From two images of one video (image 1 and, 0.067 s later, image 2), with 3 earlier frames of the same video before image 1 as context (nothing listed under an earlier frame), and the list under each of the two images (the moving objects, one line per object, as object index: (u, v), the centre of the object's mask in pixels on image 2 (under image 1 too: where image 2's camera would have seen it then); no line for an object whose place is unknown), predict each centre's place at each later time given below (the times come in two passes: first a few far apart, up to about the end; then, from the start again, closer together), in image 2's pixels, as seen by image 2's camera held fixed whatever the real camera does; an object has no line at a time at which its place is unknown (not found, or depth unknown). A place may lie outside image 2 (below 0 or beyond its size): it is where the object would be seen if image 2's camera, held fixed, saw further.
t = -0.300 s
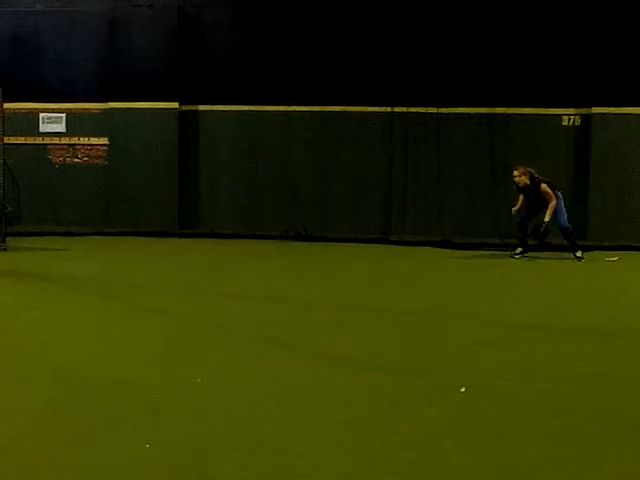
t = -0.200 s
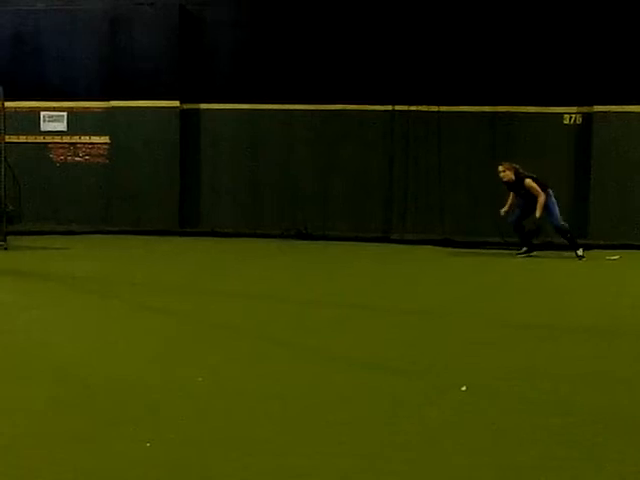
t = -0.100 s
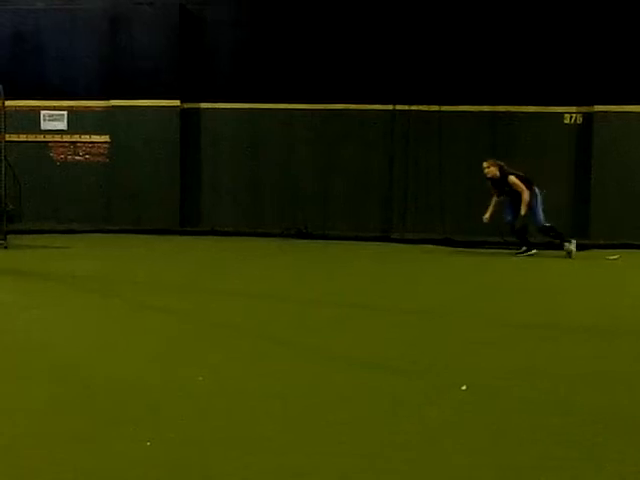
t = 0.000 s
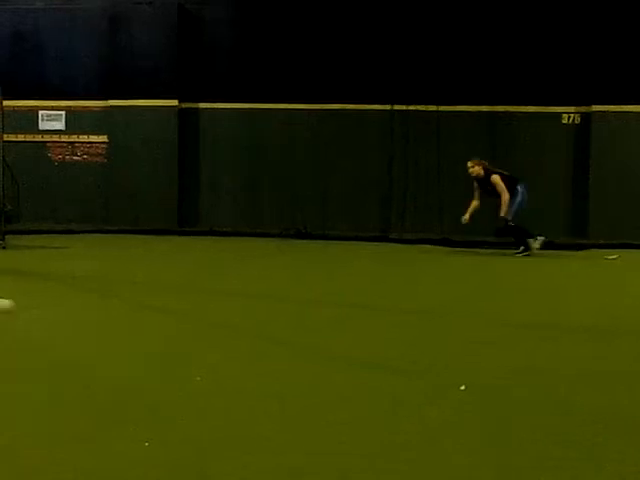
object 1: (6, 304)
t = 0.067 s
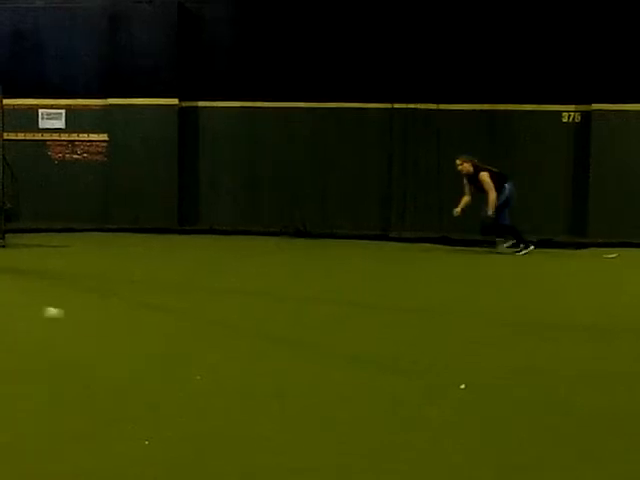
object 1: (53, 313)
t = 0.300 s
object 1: (157, 267)
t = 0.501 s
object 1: (214, 251)
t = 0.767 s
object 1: (271, 250)
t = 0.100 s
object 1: (73, 319)
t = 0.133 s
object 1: (94, 325)
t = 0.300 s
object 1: (157, 267)
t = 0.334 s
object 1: (166, 261)
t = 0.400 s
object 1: (186, 253)
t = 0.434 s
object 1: (197, 251)
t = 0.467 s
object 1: (205, 251)
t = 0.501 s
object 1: (214, 251)
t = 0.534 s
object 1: (222, 253)
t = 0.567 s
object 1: (230, 256)
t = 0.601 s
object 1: (238, 260)
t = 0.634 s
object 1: (245, 265)
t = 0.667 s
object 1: (252, 266)
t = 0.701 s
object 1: (258, 261)
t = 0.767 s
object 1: (271, 250)
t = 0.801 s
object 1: (276, 248)
